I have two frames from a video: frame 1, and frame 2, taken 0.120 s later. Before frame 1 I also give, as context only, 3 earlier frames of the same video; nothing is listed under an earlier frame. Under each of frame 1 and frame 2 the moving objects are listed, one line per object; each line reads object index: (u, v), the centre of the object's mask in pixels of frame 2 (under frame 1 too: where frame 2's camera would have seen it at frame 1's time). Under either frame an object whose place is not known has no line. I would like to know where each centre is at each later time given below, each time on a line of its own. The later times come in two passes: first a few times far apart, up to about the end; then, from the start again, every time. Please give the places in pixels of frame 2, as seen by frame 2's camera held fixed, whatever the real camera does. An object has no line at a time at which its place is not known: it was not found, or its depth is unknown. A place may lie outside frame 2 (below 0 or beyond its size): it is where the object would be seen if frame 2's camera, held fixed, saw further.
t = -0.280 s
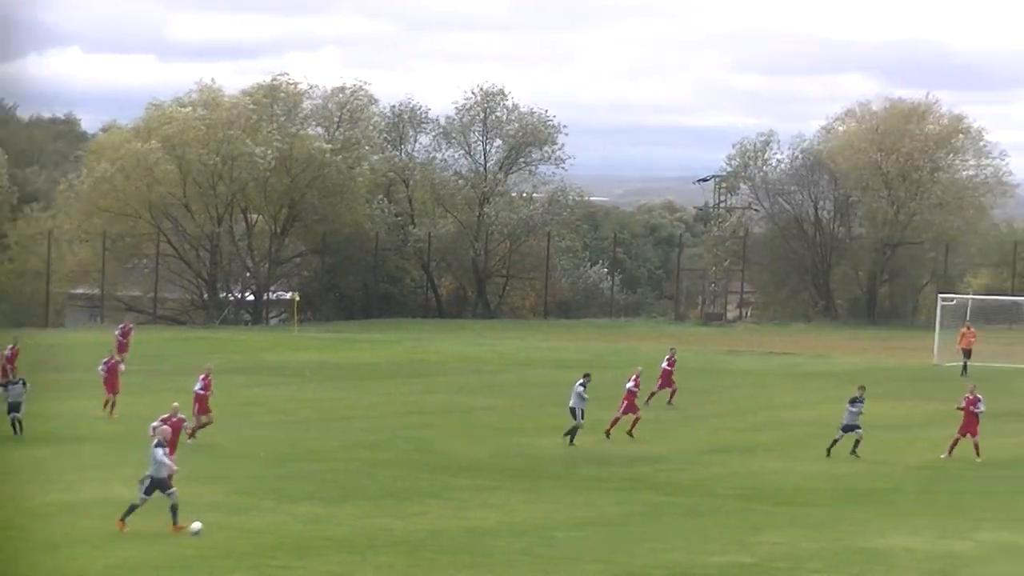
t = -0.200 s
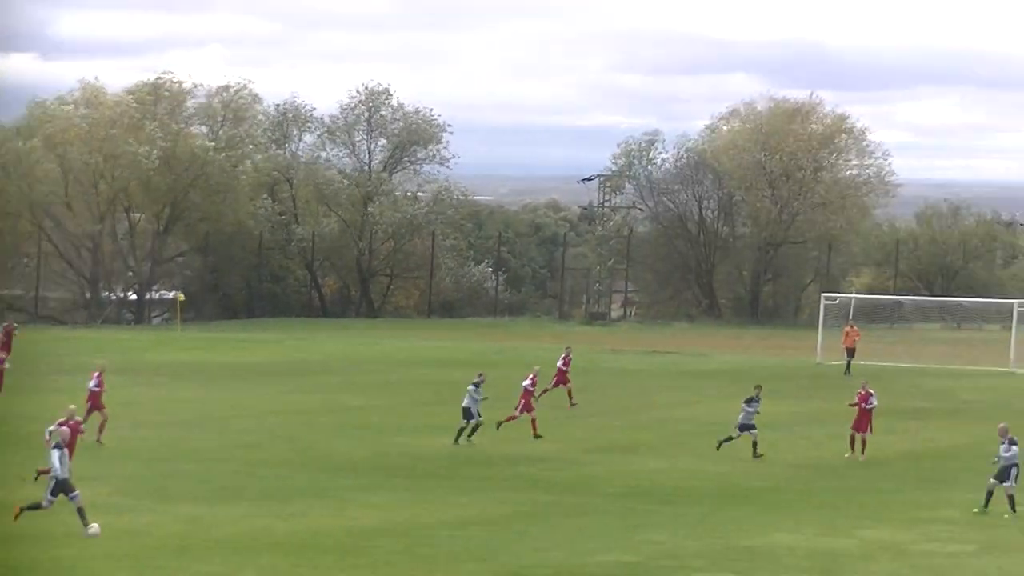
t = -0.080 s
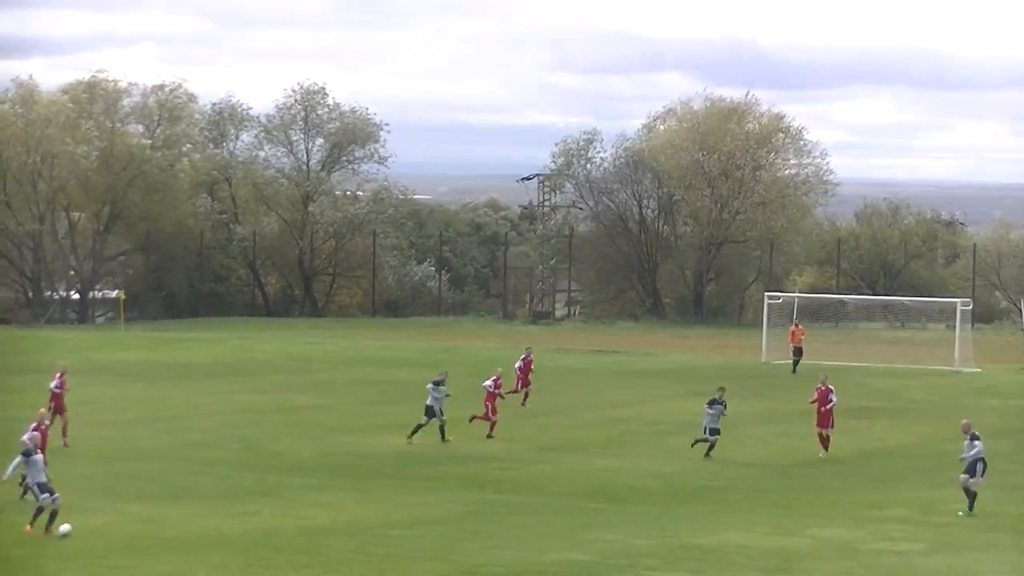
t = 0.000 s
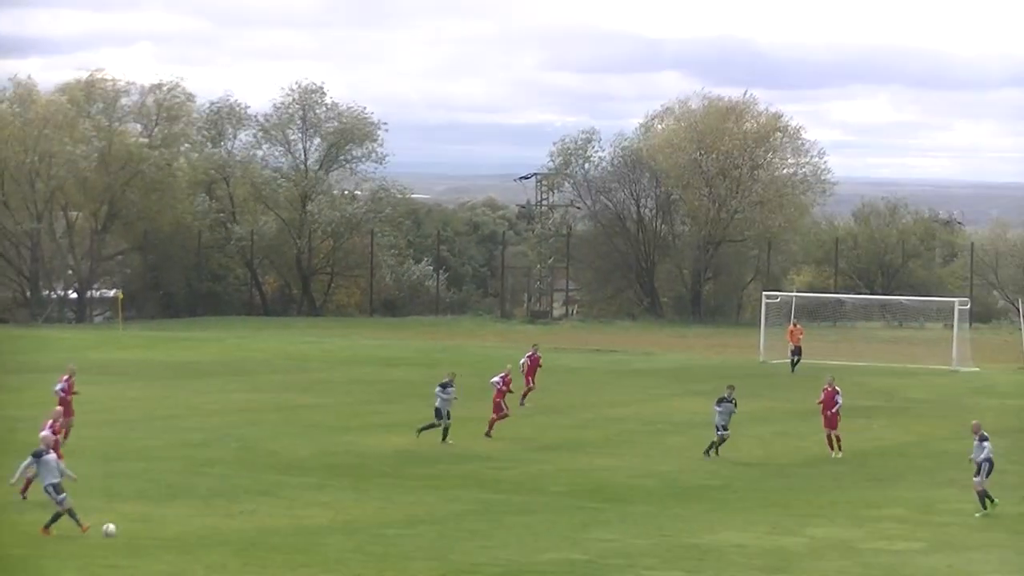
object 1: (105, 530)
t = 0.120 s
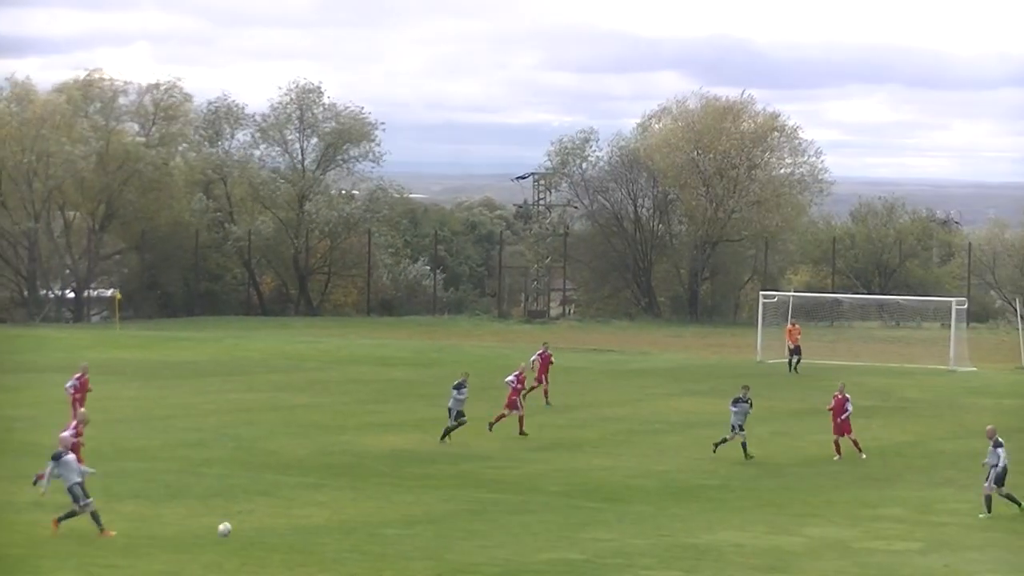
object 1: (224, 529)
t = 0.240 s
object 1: (332, 527)
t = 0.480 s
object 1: (516, 519)
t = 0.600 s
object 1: (597, 520)
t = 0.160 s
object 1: (262, 530)
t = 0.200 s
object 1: (298, 528)
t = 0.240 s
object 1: (332, 527)
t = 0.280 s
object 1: (366, 527)
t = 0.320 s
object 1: (399, 529)
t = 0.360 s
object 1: (431, 528)
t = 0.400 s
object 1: (460, 525)
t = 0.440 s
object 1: (489, 521)
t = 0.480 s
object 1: (516, 519)
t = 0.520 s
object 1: (544, 519)
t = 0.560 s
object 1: (571, 519)
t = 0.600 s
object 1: (597, 520)
